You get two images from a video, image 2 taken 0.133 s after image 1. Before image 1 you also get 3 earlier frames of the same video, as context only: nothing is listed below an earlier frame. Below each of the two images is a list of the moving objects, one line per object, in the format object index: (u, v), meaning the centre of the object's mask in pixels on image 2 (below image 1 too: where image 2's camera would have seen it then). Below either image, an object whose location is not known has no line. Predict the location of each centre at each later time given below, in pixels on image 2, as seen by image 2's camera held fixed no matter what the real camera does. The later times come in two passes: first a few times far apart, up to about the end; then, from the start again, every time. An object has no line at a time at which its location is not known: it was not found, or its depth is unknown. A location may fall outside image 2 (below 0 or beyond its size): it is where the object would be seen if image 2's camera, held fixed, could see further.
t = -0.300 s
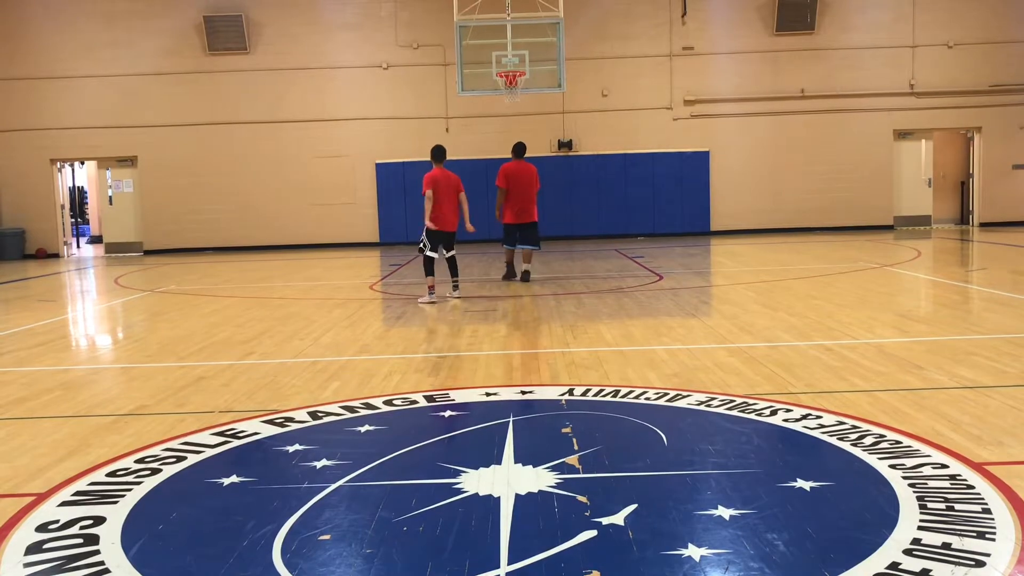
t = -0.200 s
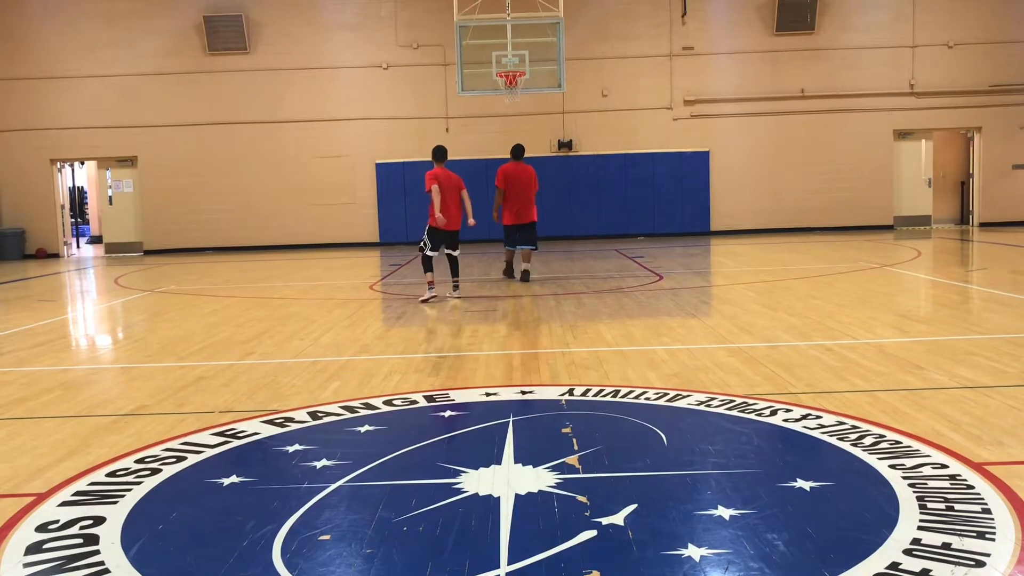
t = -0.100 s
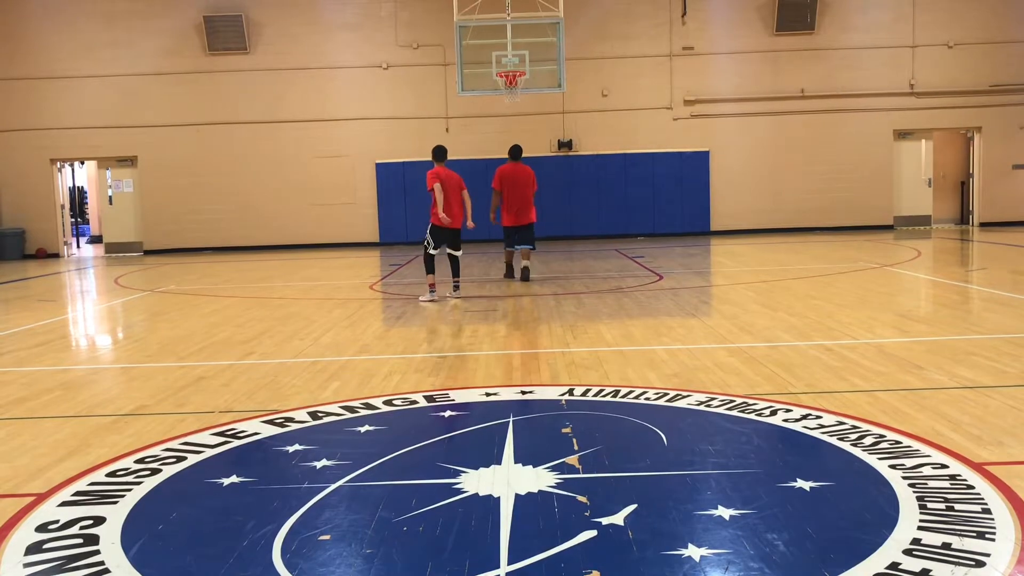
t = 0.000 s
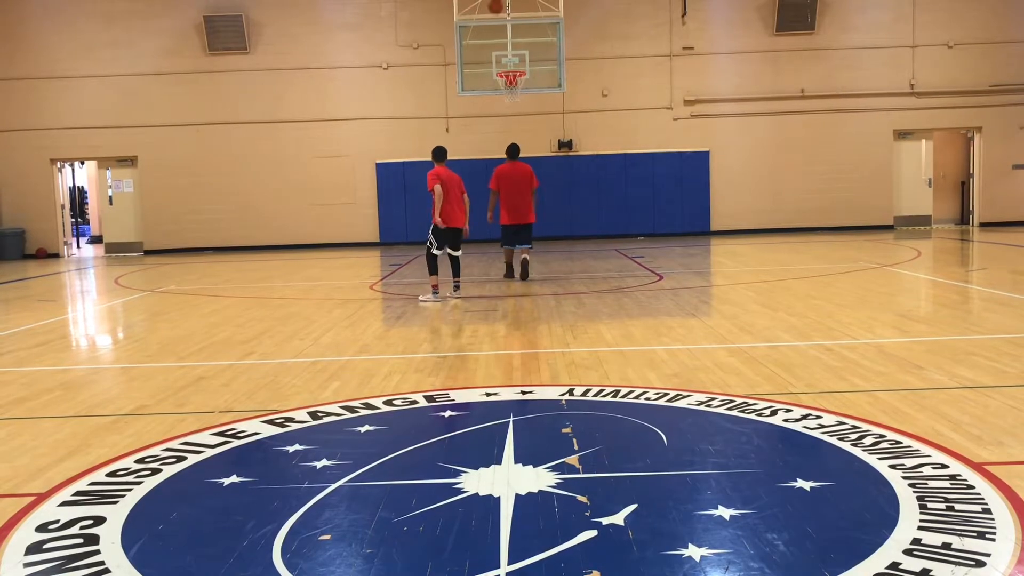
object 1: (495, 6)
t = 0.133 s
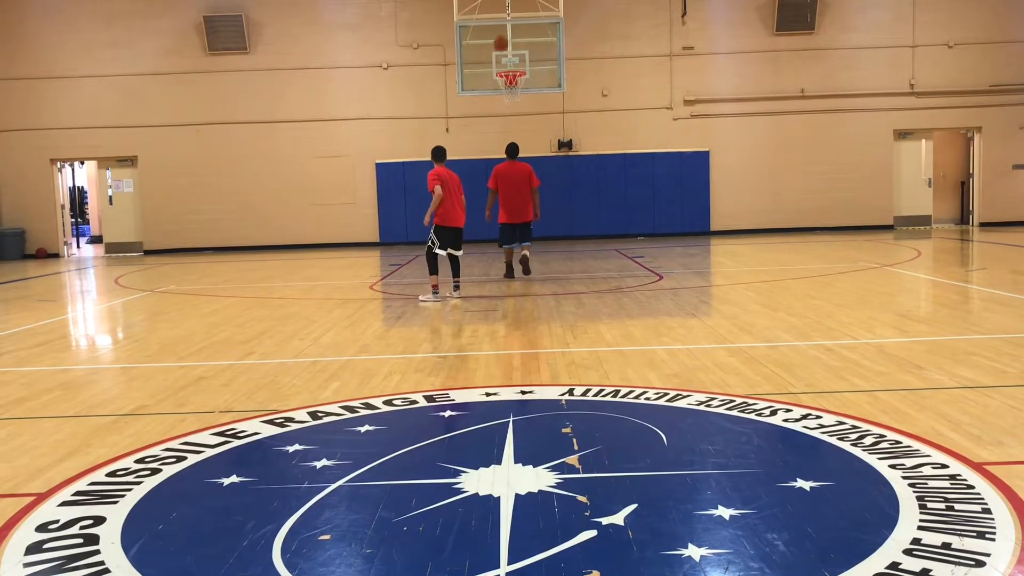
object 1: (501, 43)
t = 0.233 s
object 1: (507, 69)
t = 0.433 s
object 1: (488, 56)
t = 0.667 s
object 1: (444, 61)
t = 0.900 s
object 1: (399, 102)
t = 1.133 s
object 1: (353, 182)
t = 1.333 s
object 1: (315, 262)
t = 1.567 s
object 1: (285, 179)
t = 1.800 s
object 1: (254, 131)
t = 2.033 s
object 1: (224, 122)
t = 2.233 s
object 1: (200, 146)
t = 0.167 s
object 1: (502, 53)
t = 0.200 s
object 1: (503, 64)
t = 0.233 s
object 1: (507, 69)
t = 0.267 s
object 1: (517, 68)
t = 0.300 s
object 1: (513, 66)
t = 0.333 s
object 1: (507, 64)
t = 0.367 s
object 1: (501, 60)
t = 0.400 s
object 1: (495, 58)
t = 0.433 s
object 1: (488, 56)
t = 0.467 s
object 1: (482, 55)
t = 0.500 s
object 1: (476, 54)
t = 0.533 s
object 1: (469, 54)
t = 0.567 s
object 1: (463, 55)
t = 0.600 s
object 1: (457, 56)
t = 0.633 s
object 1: (450, 58)
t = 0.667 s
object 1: (444, 61)
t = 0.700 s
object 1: (438, 65)
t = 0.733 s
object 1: (432, 69)
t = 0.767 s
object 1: (425, 74)
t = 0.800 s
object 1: (418, 80)
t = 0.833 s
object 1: (412, 86)
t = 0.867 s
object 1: (406, 94)
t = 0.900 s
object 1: (399, 102)
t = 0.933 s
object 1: (392, 111)
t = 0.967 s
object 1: (386, 121)
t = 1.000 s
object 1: (379, 131)
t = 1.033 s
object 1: (373, 143)
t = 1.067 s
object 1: (366, 155)
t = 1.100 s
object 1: (360, 168)
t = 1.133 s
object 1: (353, 182)
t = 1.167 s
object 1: (347, 196)
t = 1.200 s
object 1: (340, 212)
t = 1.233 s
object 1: (333, 229)
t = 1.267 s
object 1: (327, 246)
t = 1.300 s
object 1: (321, 263)
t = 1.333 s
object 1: (315, 262)
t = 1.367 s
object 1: (311, 248)
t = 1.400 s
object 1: (307, 234)
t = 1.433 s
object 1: (302, 221)
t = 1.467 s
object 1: (298, 210)
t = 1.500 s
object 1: (293, 199)
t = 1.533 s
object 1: (289, 189)
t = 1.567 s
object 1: (285, 179)
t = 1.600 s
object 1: (280, 170)
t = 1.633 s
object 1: (276, 162)
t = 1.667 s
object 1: (271, 154)
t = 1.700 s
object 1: (267, 147)
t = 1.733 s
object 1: (263, 141)
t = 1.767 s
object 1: (259, 136)
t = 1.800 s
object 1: (254, 131)
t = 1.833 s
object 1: (250, 127)
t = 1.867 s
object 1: (246, 124)
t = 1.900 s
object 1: (241, 122)
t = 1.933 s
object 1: (237, 121)
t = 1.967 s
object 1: (233, 120)
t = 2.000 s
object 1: (228, 120)
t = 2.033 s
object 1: (224, 122)
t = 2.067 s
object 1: (220, 123)
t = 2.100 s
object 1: (216, 126)
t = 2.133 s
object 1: (212, 130)
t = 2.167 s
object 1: (208, 135)
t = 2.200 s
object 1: (204, 140)
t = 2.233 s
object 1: (200, 146)
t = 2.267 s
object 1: (196, 153)
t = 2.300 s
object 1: (192, 161)
